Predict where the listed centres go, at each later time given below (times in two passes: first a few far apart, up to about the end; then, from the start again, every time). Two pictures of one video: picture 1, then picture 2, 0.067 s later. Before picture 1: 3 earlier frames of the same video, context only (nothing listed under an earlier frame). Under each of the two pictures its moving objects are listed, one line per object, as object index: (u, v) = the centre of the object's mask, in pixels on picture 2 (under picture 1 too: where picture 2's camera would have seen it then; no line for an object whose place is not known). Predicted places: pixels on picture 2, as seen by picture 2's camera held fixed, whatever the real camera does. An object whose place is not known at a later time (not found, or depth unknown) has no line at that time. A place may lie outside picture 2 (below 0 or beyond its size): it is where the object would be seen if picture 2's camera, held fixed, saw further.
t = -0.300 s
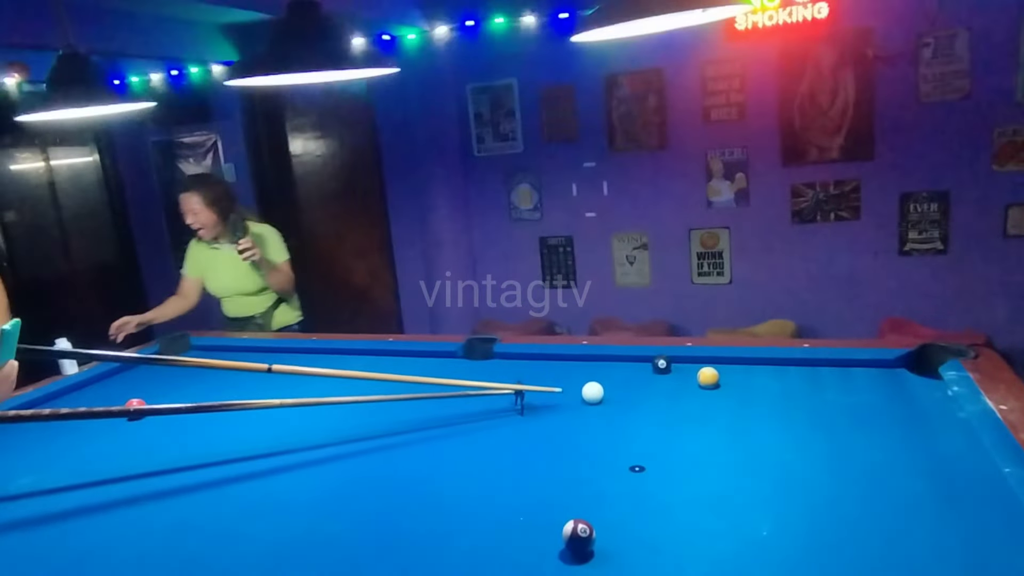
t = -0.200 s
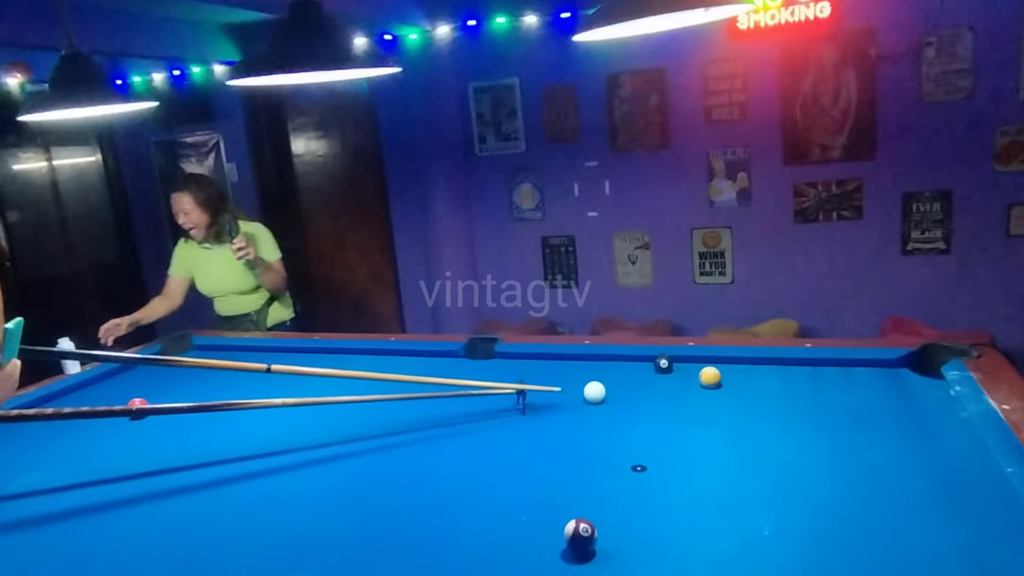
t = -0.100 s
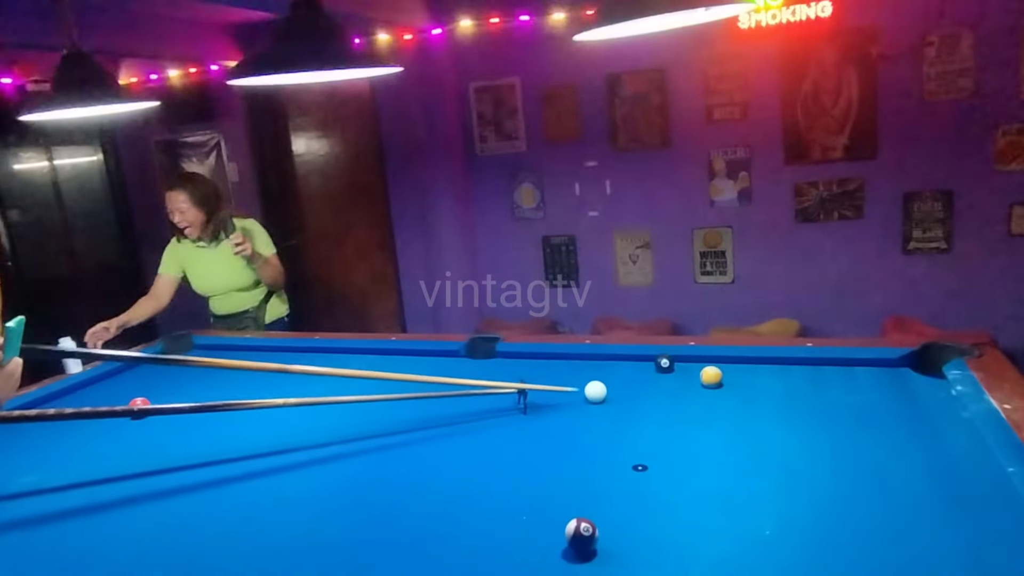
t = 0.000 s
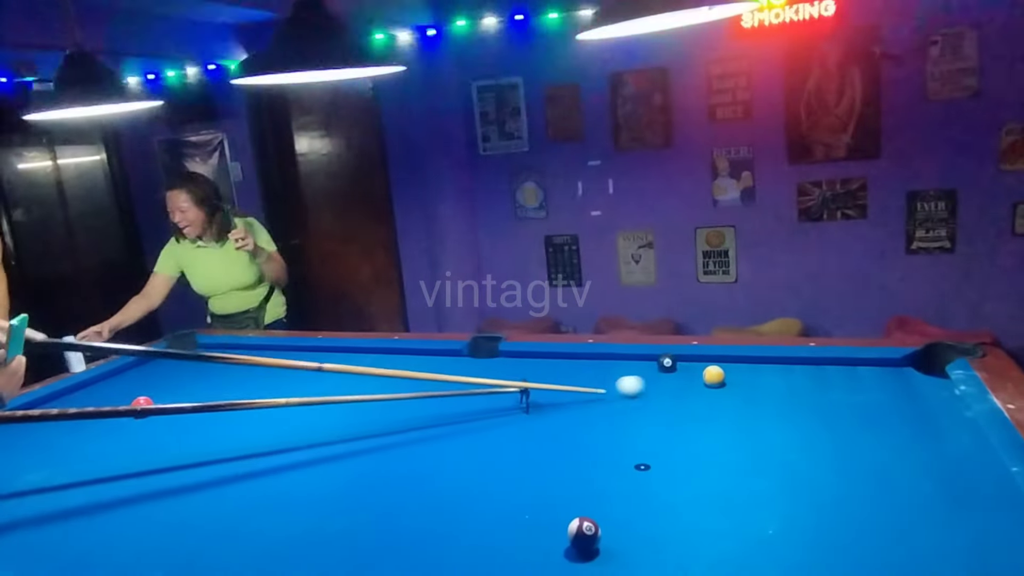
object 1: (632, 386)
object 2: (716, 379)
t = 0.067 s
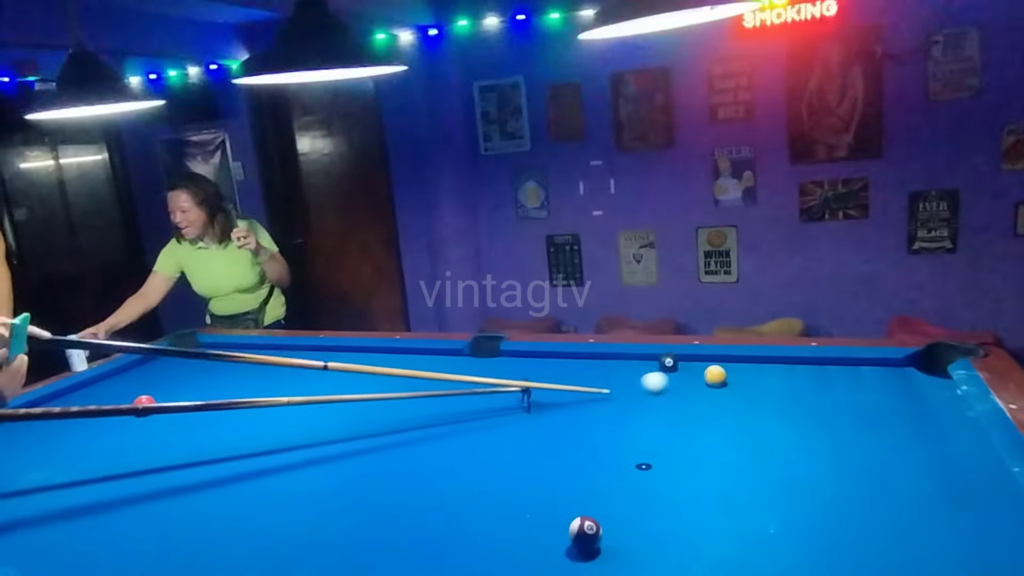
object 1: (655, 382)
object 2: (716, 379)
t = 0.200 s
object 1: (693, 378)
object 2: (721, 376)
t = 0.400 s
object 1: (702, 372)
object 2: (765, 374)
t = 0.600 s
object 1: (713, 367)
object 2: (806, 371)
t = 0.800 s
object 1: (722, 363)
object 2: (845, 369)
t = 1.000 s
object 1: (729, 361)
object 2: (883, 367)
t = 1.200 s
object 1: (733, 363)
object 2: (918, 364)
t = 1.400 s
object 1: (736, 365)
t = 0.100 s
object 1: (666, 381)
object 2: (716, 379)
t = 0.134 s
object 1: (677, 379)
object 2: (716, 379)
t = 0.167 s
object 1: (688, 378)
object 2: (716, 379)
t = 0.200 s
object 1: (693, 378)
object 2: (721, 376)
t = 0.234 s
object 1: (694, 377)
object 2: (730, 376)
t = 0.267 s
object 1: (695, 376)
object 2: (738, 375)
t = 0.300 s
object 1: (697, 375)
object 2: (744, 375)
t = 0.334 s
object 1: (699, 374)
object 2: (751, 375)
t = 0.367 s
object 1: (701, 373)
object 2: (759, 374)
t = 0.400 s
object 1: (702, 372)
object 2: (765, 374)
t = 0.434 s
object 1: (704, 371)
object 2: (772, 373)
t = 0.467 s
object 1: (706, 370)
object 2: (779, 373)
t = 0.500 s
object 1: (708, 369)
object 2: (786, 372)
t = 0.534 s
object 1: (710, 369)
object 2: (792, 372)
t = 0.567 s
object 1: (711, 368)
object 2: (800, 372)
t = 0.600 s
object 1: (713, 367)
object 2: (806, 371)
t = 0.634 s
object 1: (714, 366)
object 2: (812, 371)
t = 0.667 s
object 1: (716, 365)
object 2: (819, 370)
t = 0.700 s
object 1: (717, 365)
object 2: (825, 370)
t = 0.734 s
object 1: (719, 364)
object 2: (832, 370)
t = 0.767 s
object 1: (720, 363)
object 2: (838, 369)
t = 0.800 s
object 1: (722, 363)
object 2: (845, 369)
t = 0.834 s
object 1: (723, 362)
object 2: (852, 369)
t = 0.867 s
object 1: (725, 361)
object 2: (858, 369)
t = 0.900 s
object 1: (726, 361)
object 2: (864, 368)
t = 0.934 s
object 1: (727, 360)
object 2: (870, 368)
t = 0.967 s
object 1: (728, 360)
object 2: (877, 367)
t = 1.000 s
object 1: (729, 361)
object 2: (883, 367)
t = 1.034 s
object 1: (730, 361)
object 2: (889, 367)
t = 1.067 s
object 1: (730, 362)
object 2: (895, 366)
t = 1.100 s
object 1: (731, 362)
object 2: (901, 366)
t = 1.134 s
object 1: (731, 362)
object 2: (906, 365)
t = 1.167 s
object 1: (732, 362)
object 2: (913, 365)
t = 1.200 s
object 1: (733, 363)
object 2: (918, 364)
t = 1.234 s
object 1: (733, 363)
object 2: (923, 364)
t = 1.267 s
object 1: (734, 364)
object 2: (929, 364)
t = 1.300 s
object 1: (734, 364)
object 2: (934, 365)
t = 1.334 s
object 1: (735, 365)
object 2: (939, 368)
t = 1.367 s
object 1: (735, 365)
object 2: (943, 373)
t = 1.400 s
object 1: (736, 365)
